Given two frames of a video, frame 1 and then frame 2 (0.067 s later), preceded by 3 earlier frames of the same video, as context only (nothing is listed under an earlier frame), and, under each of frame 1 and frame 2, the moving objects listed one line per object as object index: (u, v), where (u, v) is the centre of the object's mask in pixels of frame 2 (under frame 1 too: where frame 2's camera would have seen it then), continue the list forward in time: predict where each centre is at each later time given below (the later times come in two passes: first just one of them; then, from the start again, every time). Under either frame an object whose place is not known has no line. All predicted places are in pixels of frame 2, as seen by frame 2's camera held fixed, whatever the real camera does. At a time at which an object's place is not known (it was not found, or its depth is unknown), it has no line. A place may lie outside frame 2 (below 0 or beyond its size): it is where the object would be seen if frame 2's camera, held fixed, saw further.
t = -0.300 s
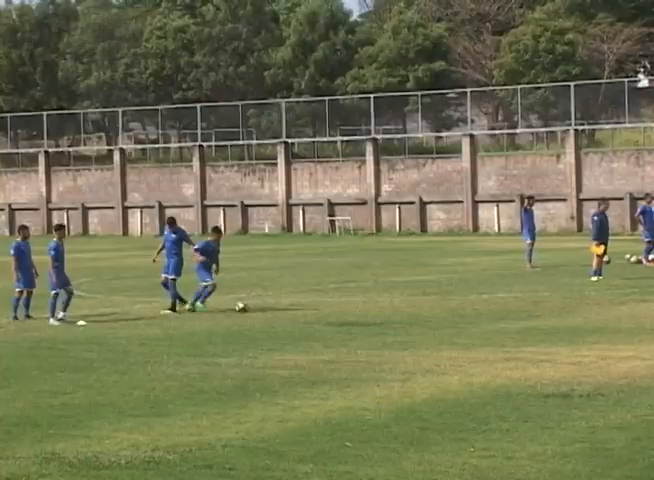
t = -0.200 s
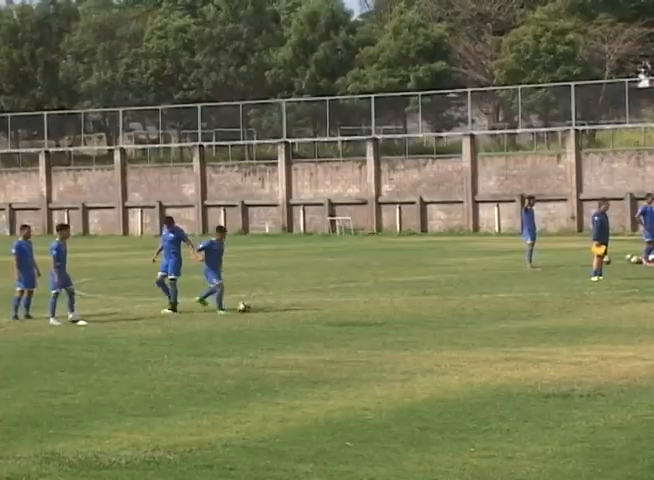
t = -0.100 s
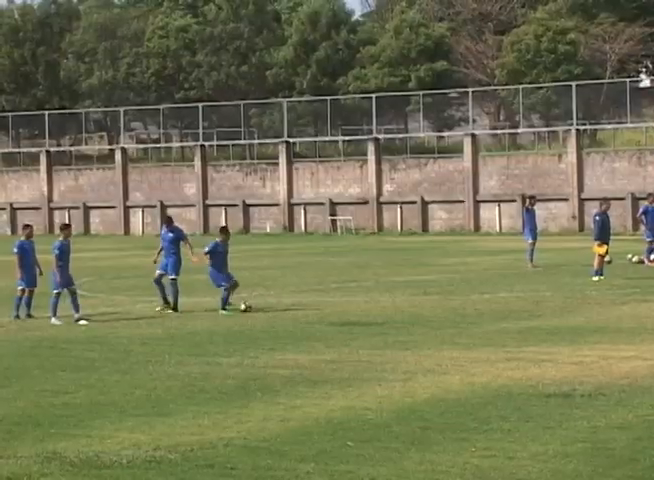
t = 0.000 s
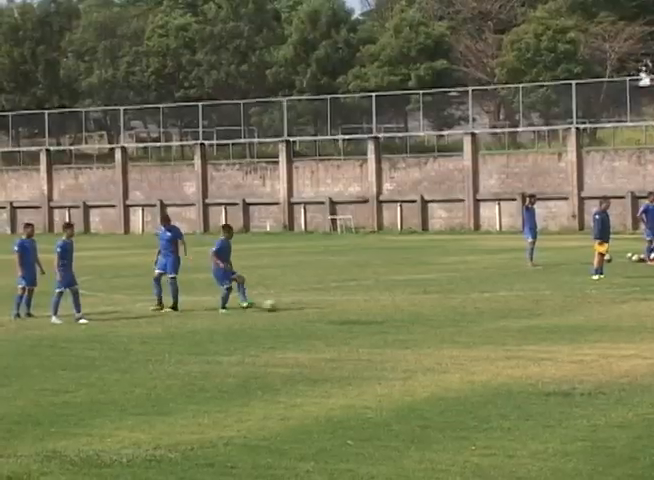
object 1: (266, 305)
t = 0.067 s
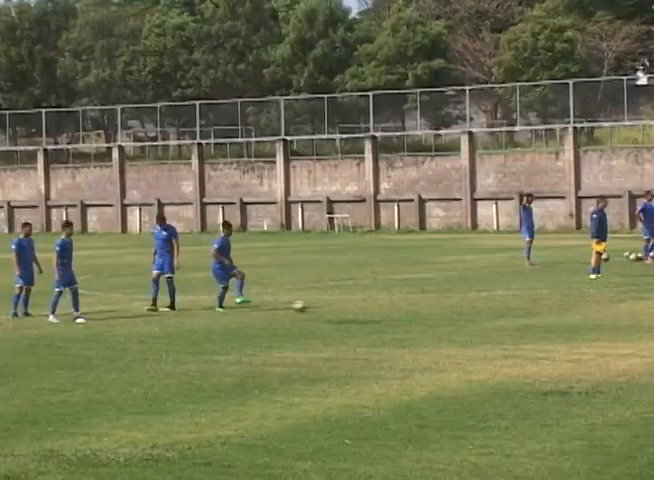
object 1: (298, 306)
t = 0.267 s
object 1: (395, 310)
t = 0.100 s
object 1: (316, 308)
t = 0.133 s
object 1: (332, 309)
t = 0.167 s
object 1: (349, 309)
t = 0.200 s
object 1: (365, 310)
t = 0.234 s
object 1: (379, 310)
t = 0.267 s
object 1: (395, 310)
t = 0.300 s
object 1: (411, 310)
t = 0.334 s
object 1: (427, 312)
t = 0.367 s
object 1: (443, 313)
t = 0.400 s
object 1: (457, 314)
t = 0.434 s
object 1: (471, 314)
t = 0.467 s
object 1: (484, 315)
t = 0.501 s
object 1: (498, 315)
